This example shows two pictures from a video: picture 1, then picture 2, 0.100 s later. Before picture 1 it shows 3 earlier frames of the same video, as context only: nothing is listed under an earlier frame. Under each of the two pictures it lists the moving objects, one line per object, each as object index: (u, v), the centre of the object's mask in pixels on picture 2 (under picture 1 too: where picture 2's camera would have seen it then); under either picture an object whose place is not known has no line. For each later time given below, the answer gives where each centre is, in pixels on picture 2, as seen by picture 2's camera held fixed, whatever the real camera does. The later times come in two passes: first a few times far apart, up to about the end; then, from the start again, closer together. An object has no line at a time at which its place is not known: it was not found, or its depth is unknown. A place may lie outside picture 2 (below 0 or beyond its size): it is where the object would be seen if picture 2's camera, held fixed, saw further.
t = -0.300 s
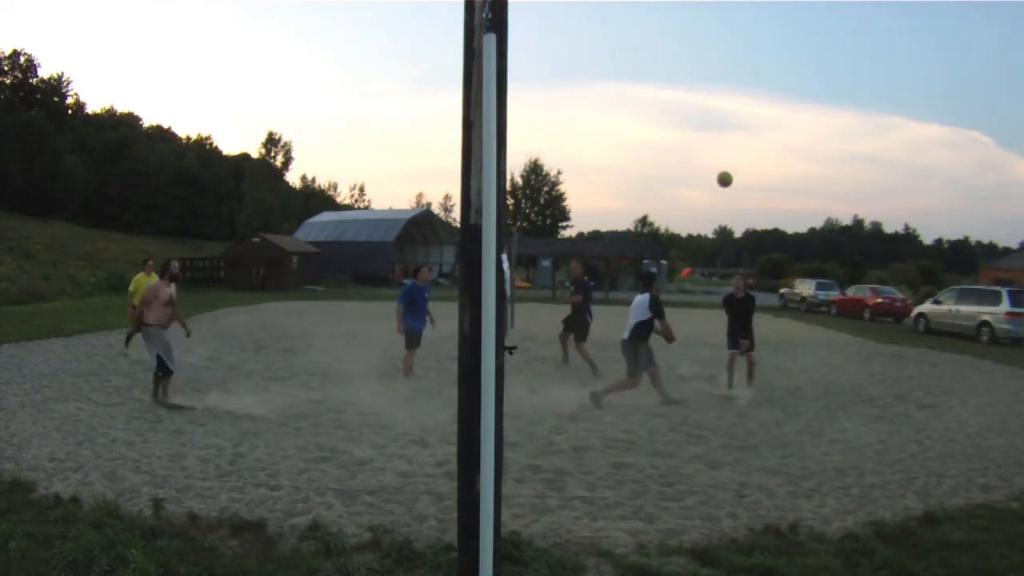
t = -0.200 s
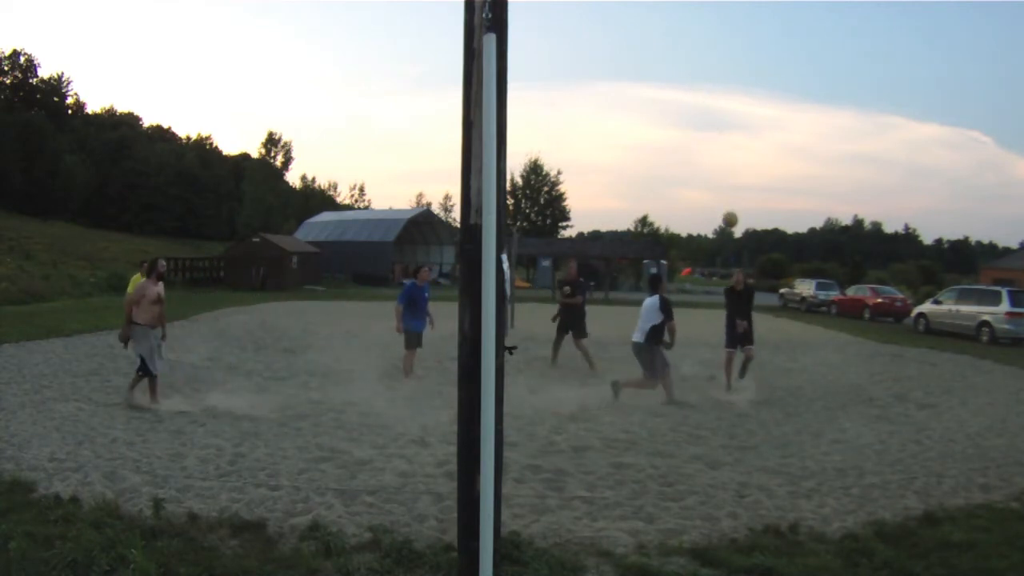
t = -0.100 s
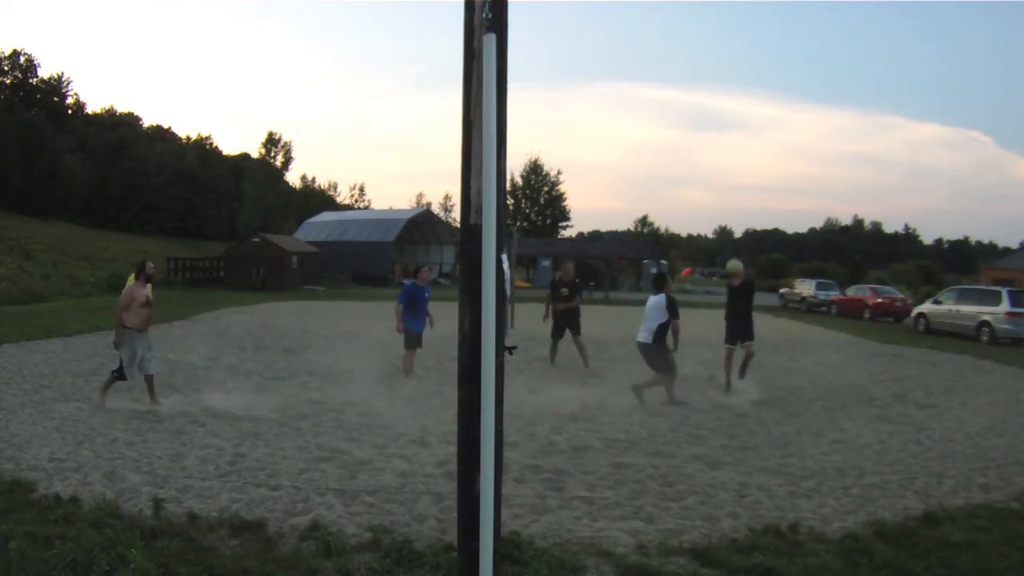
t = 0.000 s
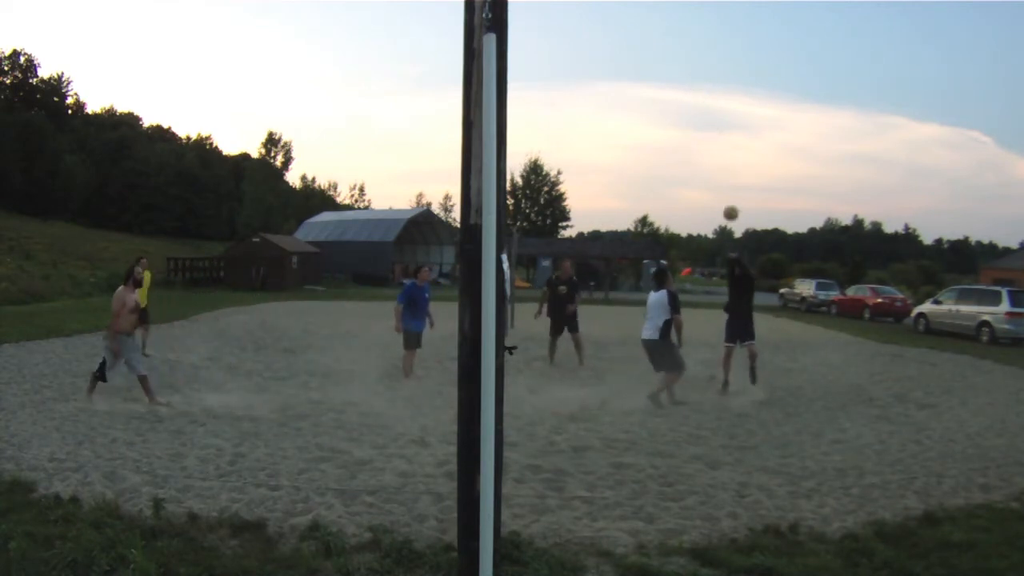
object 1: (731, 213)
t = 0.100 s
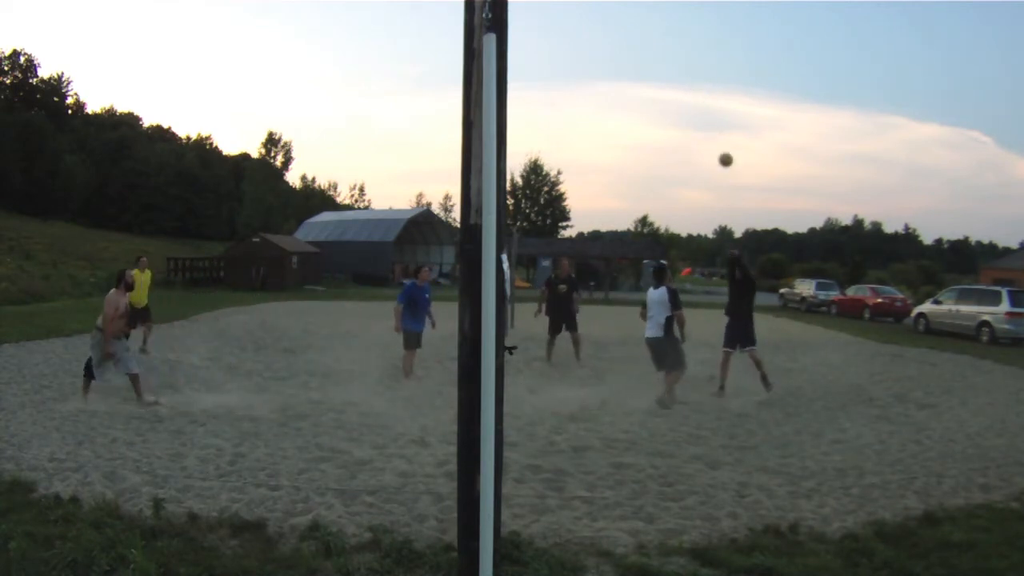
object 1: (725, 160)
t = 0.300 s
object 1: (716, 86)
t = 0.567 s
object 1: (706, 42)
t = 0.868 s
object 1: (700, 44)
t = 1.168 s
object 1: (698, 91)
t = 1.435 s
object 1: (696, 168)
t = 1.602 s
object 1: (694, 230)
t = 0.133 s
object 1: (724, 144)
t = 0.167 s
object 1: (722, 130)
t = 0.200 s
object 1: (720, 118)
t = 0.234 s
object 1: (719, 106)
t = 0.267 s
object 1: (717, 95)
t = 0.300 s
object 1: (716, 86)
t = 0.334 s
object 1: (714, 78)
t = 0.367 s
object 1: (713, 70)
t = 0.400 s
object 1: (712, 63)
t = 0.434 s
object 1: (711, 57)
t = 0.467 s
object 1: (709, 52)
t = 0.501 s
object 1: (708, 48)
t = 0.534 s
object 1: (707, 44)
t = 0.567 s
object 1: (706, 42)
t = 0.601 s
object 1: (705, 40)
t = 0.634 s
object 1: (705, 38)
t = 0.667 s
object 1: (704, 37)
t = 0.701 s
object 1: (703, 37)
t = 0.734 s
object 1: (702, 37)
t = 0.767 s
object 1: (702, 38)
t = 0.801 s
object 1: (701, 40)
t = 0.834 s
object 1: (701, 42)
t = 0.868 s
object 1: (700, 44)
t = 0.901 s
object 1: (700, 47)
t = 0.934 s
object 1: (699, 51)
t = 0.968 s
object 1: (699, 55)
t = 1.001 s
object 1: (699, 60)
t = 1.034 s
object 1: (699, 65)
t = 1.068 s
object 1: (699, 71)
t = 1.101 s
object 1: (698, 77)
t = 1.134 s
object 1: (698, 84)
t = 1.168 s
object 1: (698, 91)
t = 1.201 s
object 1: (698, 100)
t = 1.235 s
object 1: (698, 108)
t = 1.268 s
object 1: (698, 117)
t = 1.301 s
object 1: (697, 126)
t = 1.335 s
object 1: (697, 136)
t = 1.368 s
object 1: (697, 146)
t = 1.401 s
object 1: (697, 157)
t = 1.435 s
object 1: (696, 168)
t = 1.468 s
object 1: (696, 180)
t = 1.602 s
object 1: (694, 230)
